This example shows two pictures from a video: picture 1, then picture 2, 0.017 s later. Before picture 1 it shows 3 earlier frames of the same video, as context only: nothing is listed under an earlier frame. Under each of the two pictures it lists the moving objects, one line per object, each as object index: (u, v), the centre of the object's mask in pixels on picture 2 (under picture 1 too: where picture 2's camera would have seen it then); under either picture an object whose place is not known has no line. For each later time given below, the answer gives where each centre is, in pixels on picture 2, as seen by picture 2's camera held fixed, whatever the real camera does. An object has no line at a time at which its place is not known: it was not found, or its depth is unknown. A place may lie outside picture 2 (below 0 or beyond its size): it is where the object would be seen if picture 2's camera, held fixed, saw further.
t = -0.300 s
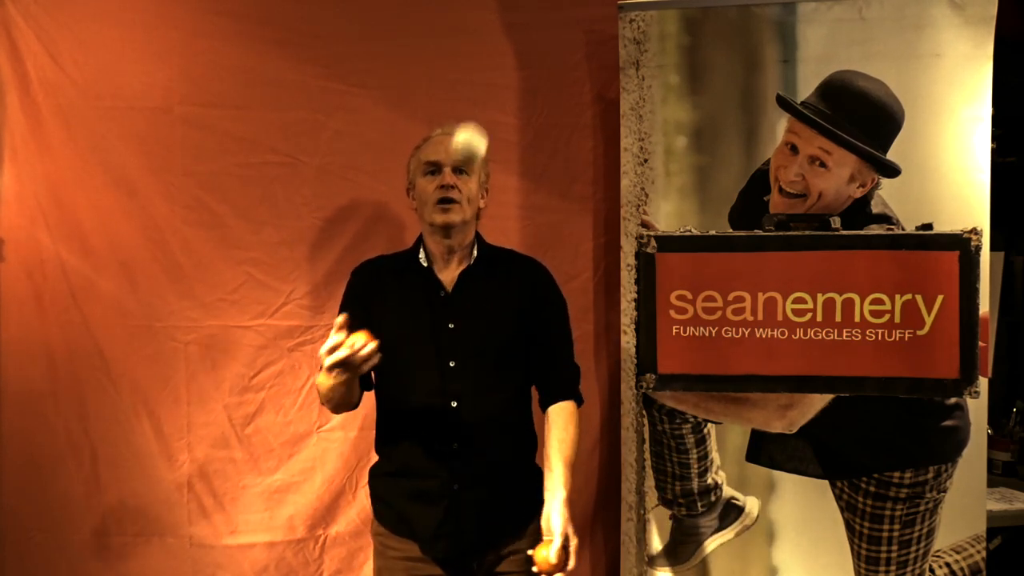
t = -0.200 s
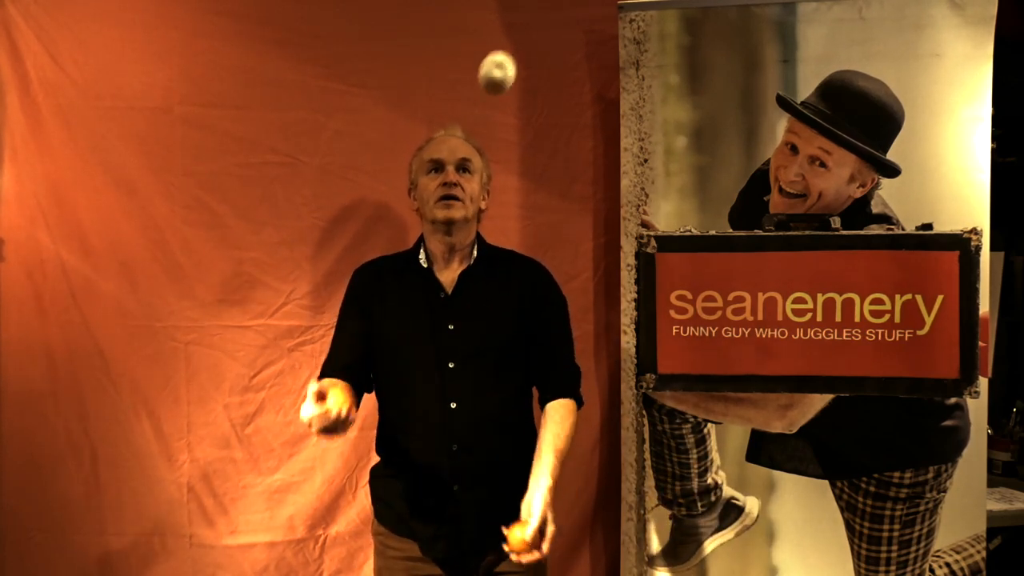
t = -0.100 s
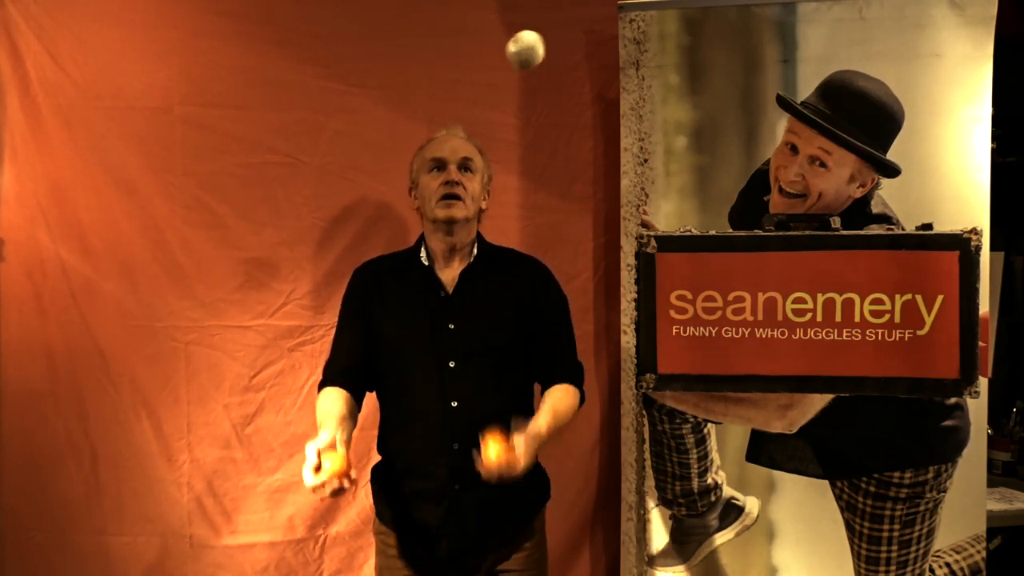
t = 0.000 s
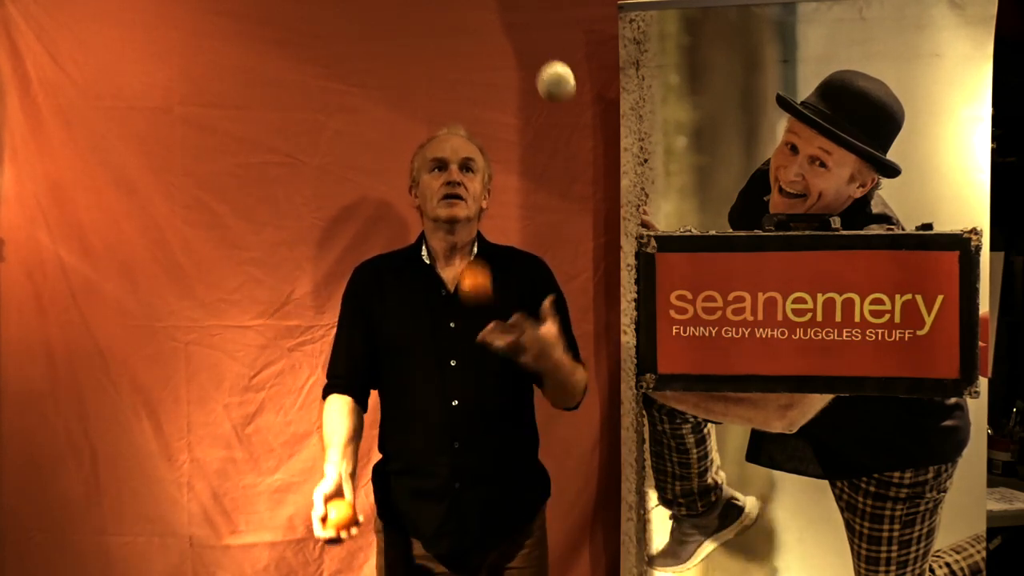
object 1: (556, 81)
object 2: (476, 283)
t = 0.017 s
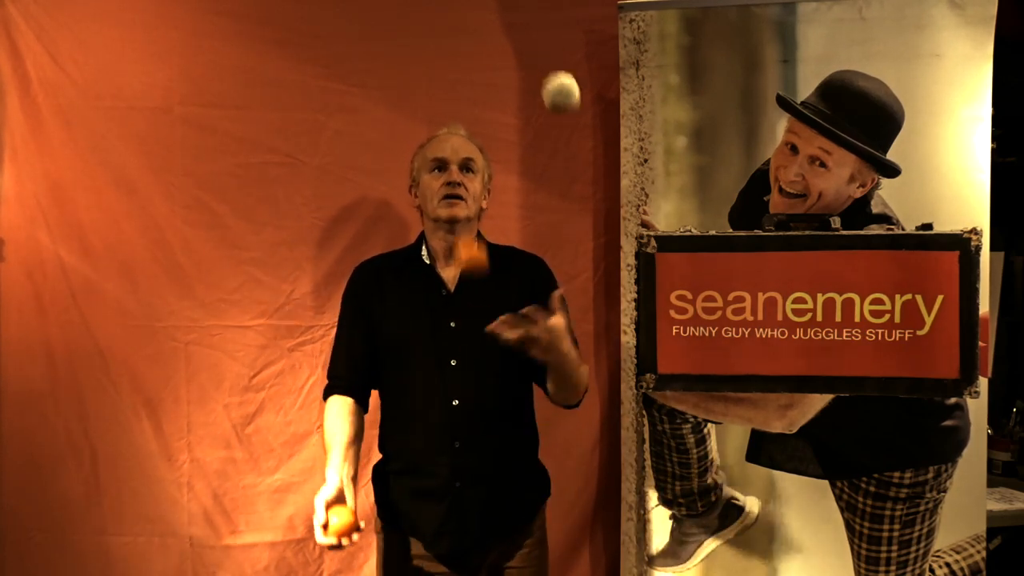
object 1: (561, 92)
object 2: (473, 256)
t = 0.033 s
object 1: (566, 104)
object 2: (468, 230)
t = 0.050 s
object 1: (571, 118)
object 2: (463, 210)
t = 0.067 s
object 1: (576, 133)
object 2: (460, 183)
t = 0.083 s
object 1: (581, 150)
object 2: (457, 163)
